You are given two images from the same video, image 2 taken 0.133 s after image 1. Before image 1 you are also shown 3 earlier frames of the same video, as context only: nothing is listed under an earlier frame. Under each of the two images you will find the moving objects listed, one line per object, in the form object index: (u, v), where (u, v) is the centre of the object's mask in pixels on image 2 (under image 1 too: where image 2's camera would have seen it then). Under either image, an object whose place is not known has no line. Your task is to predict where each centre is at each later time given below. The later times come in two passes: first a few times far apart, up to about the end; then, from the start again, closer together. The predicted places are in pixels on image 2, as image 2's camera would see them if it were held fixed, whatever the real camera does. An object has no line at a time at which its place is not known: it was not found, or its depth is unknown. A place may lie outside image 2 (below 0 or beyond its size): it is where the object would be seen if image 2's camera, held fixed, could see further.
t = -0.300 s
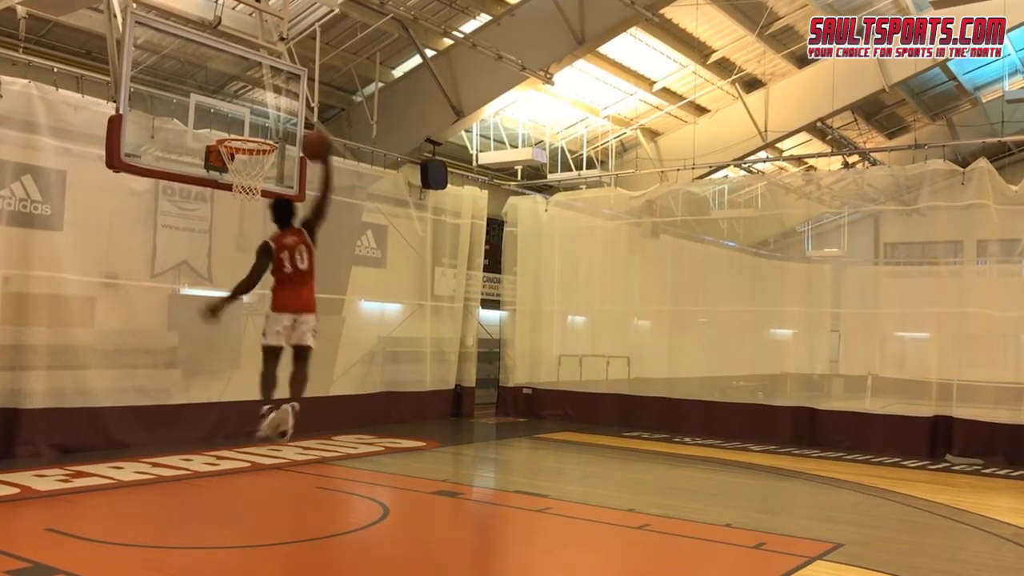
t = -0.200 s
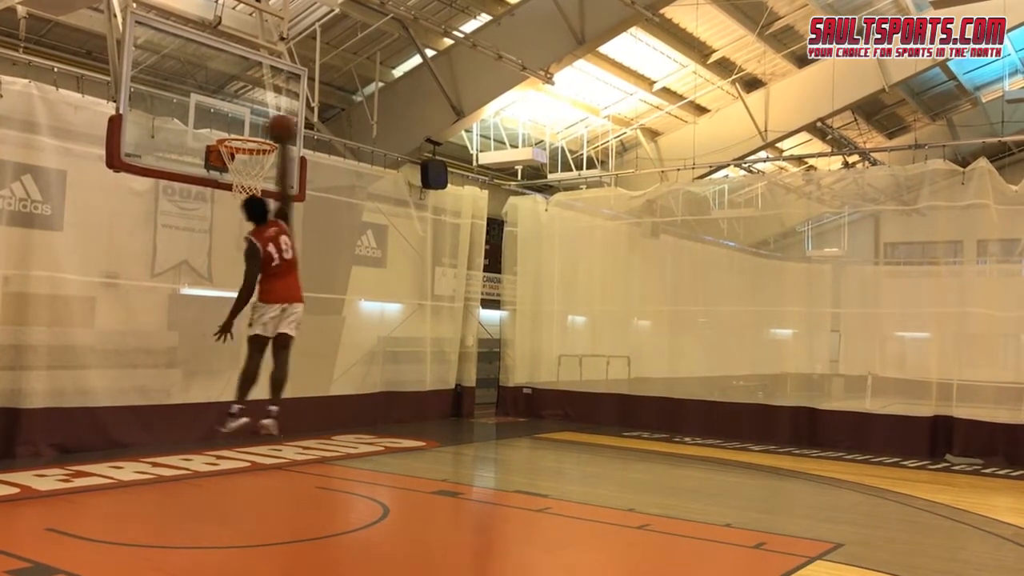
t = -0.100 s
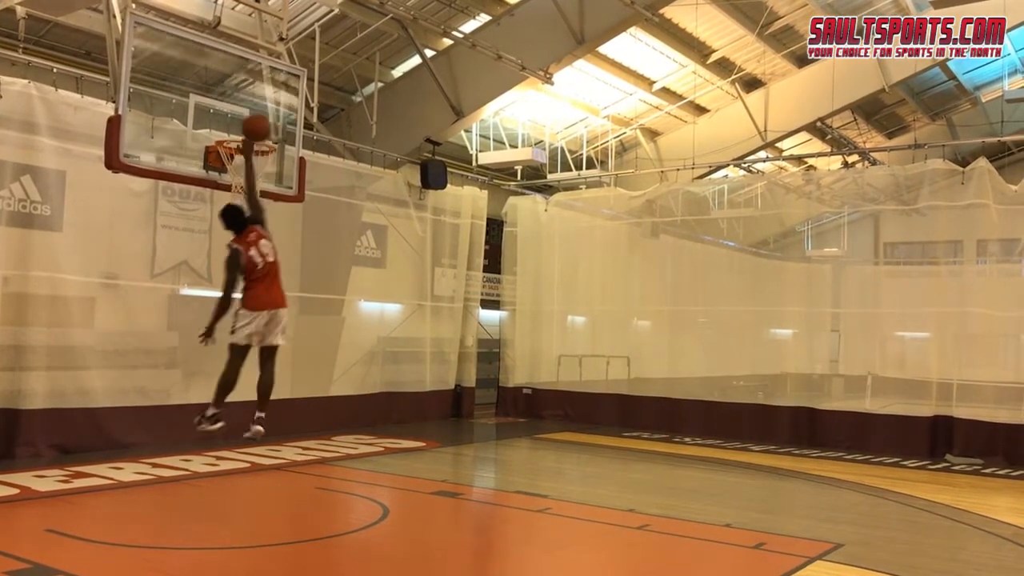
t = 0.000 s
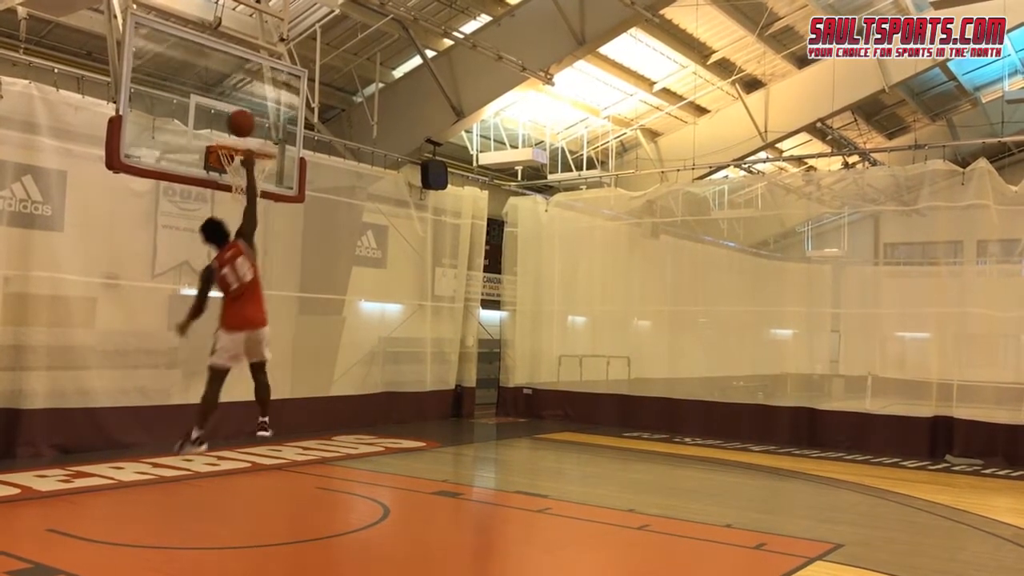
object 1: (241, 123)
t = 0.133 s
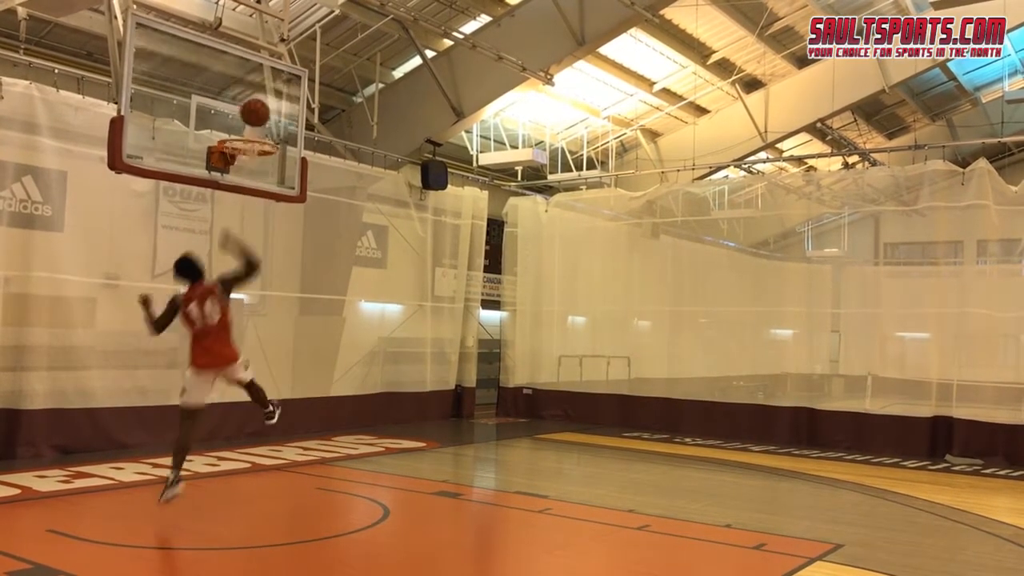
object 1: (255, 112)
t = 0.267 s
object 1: (275, 117)
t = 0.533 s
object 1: (318, 195)
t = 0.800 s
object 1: (360, 381)
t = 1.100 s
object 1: (402, 430)
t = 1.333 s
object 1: (423, 313)
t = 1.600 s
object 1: (446, 275)
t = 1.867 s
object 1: (467, 351)
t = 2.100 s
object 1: (483, 539)
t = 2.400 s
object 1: (522, 460)
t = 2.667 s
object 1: (560, 413)
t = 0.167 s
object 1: (259, 112)
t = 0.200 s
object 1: (264, 112)
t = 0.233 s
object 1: (269, 114)
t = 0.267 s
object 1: (275, 117)
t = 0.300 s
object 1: (280, 121)
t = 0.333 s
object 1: (285, 127)
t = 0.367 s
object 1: (291, 135)
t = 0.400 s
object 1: (294, 143)
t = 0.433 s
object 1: (301, 153)
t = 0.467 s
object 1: (306, 165)
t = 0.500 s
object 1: (312, 178)
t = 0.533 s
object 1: (318, 195)
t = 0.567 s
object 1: (323, 212)
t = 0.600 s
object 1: (328, 230)
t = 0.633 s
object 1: (333, 251)
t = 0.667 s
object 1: (339, 274)
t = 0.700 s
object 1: (344, 299)
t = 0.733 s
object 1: (350, 325)
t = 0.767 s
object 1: (355, 355)
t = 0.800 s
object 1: (360, 381)
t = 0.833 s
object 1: (369, 417)
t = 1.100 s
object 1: (402, 430)
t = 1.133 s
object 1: (404, 411)
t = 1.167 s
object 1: (408, 391)
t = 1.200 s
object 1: (410, 372)
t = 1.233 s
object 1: (414, 356)
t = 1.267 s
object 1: (417, 340)
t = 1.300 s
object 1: (420, 326)
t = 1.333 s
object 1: (423, 313)
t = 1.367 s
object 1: (426, 302)
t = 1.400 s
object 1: (429, 294)
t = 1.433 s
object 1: (432, 286)
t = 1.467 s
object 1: (435, 281)
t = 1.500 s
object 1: (438, 277)
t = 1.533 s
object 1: (440, 274)
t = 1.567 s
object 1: (443, 274)
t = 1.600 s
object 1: (446, 275)
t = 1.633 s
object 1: (449, 277)
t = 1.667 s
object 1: (452, 282)
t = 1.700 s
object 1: (455, 288)
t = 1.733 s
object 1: (457, 297)
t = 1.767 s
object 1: (459, 307)
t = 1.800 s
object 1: (462, 320)
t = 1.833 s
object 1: (465, 334)
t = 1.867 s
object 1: (467, 351)
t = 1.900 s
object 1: (469, 370)
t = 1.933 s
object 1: (471, 393)
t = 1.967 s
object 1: (474, 415)
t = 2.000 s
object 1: (477, 442)
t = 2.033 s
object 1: (479, 471)
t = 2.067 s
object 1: (481, 506)
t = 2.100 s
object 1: (483, 539)
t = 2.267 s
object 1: (503, 533)
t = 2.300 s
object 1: (508, 512)
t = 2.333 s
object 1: (513, 493)
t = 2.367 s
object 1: (518, 474)
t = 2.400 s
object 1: (522, 460)
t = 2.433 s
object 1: (527, 446)
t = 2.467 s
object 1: (532, 434)
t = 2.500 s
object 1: (537, 425)
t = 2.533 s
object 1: (541, 419)
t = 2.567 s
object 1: (546, 414)
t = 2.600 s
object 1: (550, 412)
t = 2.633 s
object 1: (555, 411)
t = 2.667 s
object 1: (560, 413)
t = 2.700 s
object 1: (565, 417)
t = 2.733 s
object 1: (570, 422)
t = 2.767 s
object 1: (576, 431)
